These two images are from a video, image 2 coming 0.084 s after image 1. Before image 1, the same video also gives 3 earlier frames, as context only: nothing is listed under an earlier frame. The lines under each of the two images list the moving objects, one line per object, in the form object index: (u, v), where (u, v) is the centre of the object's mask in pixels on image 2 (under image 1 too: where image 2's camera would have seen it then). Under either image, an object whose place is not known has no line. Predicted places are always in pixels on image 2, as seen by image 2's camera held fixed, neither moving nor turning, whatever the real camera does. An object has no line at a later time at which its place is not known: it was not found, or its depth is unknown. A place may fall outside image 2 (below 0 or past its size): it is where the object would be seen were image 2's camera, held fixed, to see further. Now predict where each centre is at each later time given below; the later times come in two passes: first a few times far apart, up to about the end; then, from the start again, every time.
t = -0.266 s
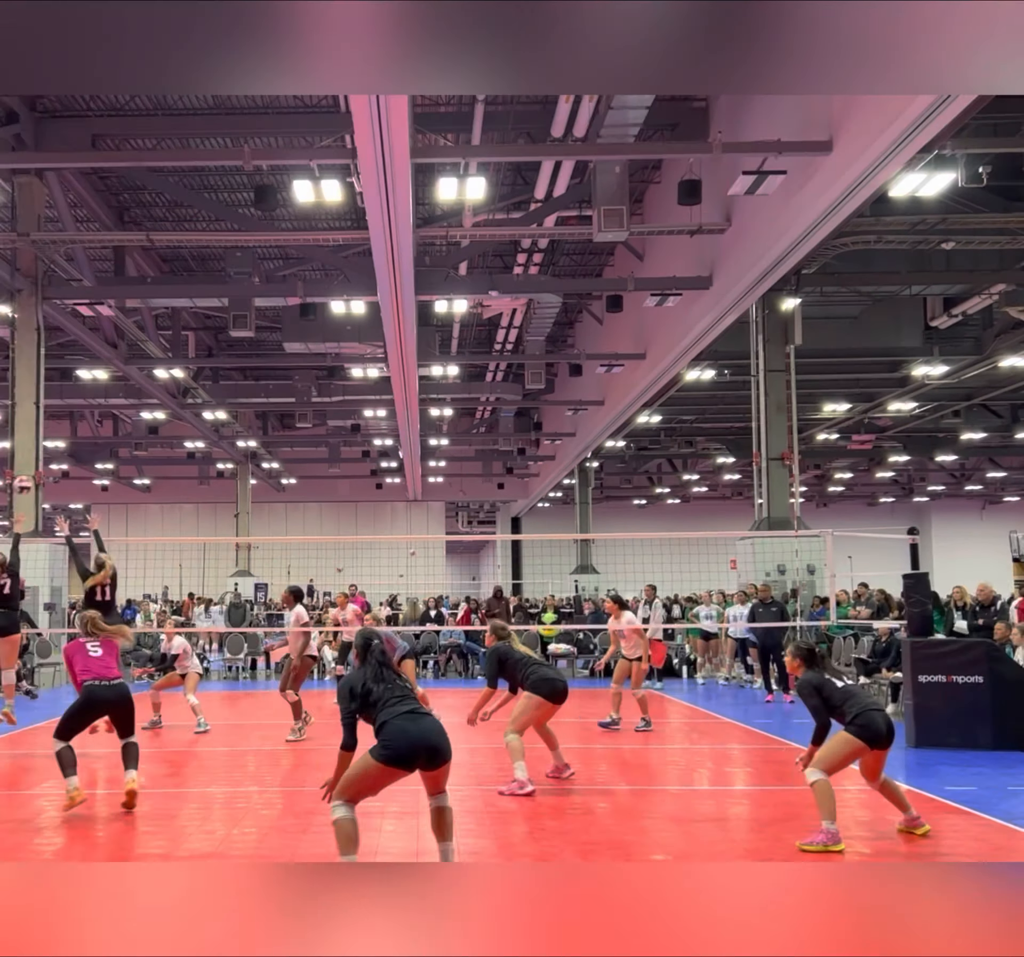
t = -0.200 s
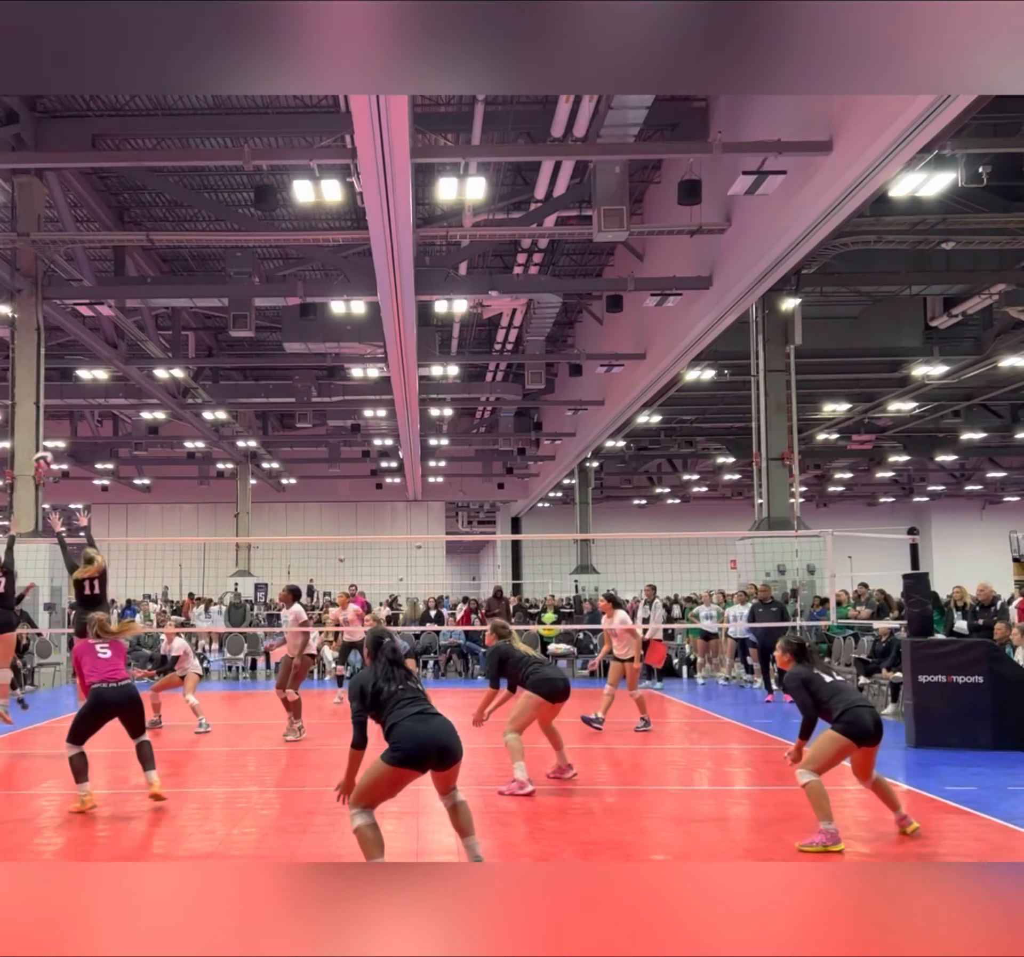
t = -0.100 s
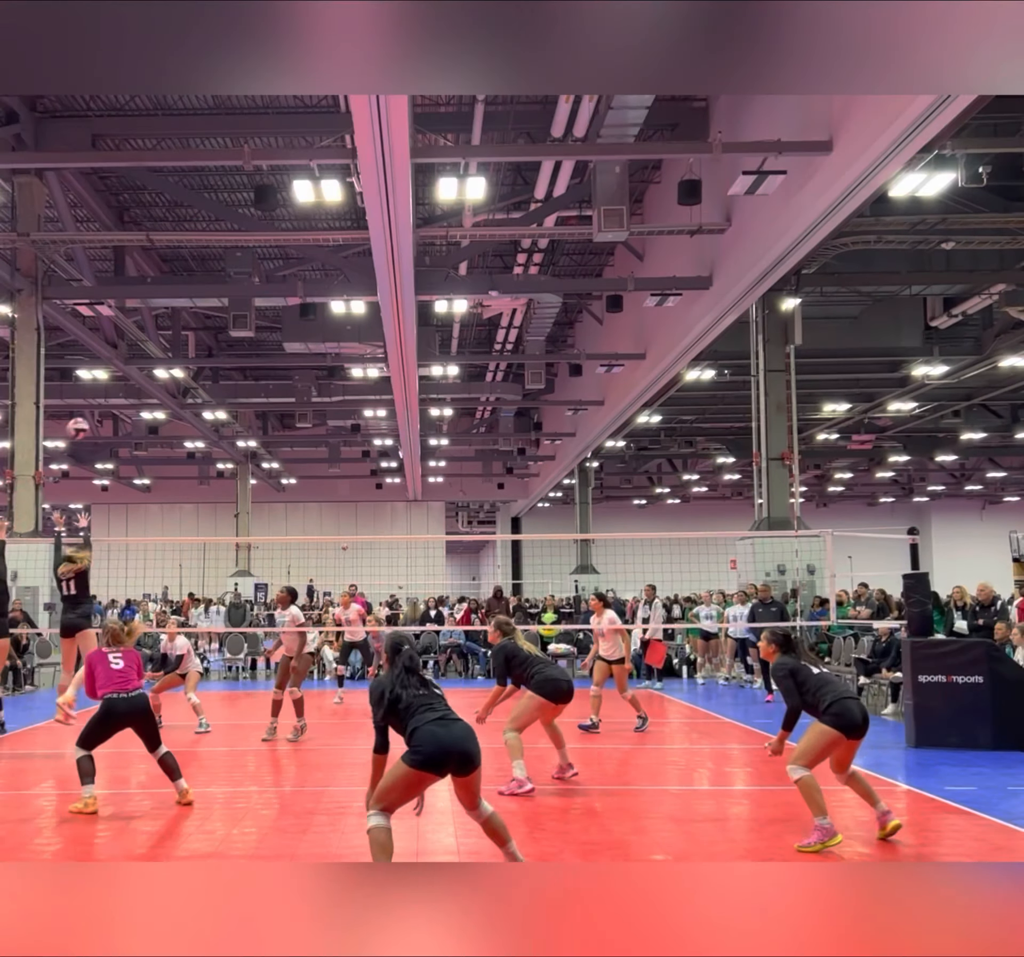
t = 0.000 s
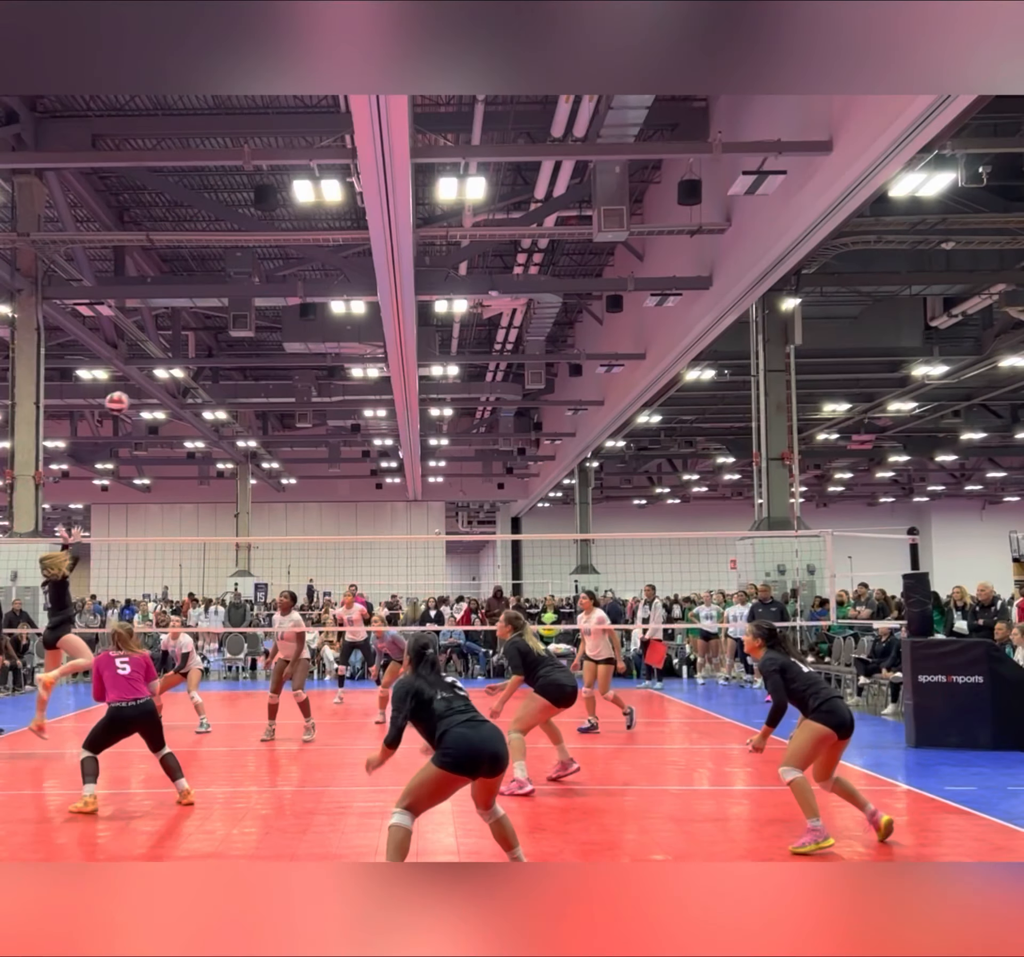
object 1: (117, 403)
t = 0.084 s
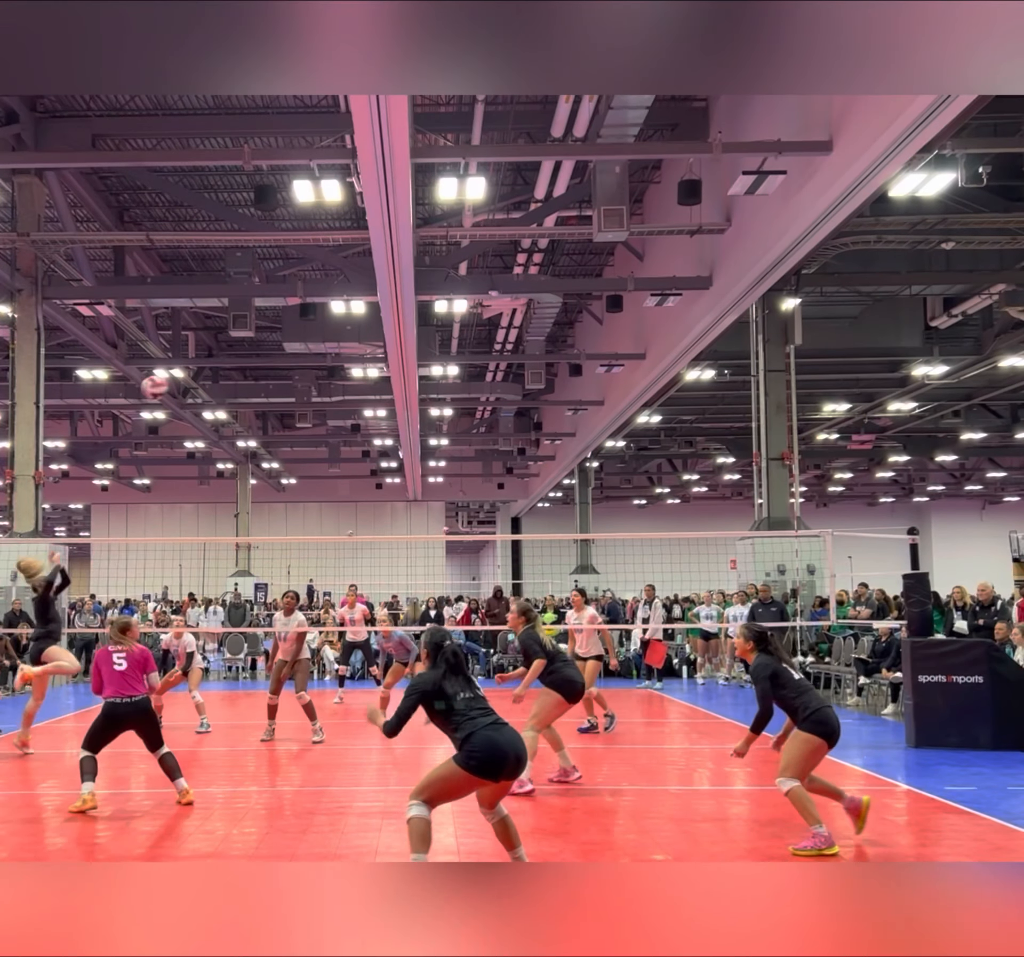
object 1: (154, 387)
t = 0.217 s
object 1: (225, 379)
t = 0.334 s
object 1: (301, 392)
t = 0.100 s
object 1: (163, 385)
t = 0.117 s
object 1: (171, 384)
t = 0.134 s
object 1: (179, 382)
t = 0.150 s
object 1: (188, 381)
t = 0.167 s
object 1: (197, 380)
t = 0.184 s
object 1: (207, 378)
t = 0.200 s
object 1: (215, 379)
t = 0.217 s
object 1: (225, 379)
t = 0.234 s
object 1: (235, 380)
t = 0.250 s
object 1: (245, 380)
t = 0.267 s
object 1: (256, 382)
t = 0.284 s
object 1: (266, 384)
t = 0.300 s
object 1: (278, 386)
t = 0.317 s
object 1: (289, 389)
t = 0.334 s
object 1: (301, 392)
